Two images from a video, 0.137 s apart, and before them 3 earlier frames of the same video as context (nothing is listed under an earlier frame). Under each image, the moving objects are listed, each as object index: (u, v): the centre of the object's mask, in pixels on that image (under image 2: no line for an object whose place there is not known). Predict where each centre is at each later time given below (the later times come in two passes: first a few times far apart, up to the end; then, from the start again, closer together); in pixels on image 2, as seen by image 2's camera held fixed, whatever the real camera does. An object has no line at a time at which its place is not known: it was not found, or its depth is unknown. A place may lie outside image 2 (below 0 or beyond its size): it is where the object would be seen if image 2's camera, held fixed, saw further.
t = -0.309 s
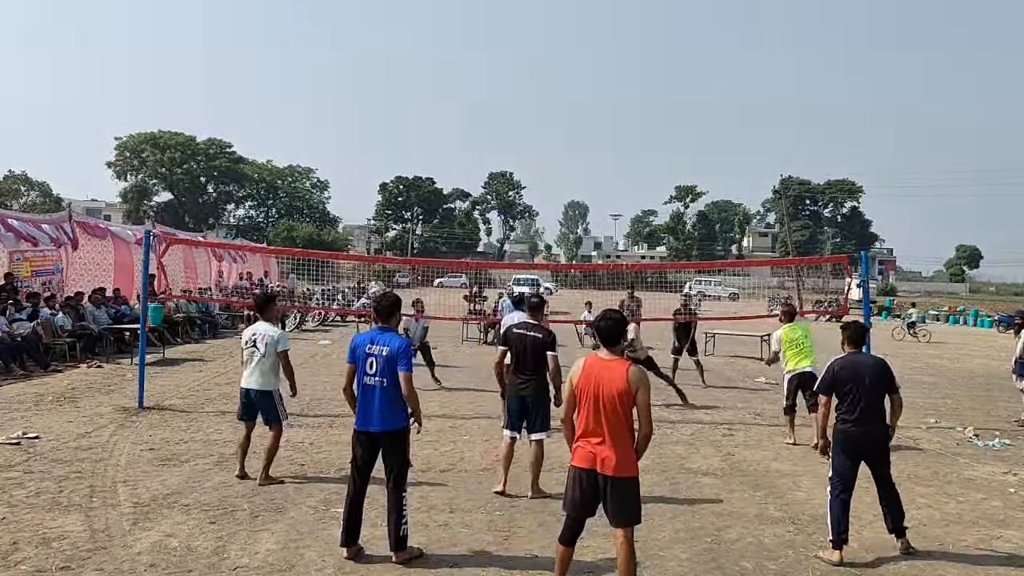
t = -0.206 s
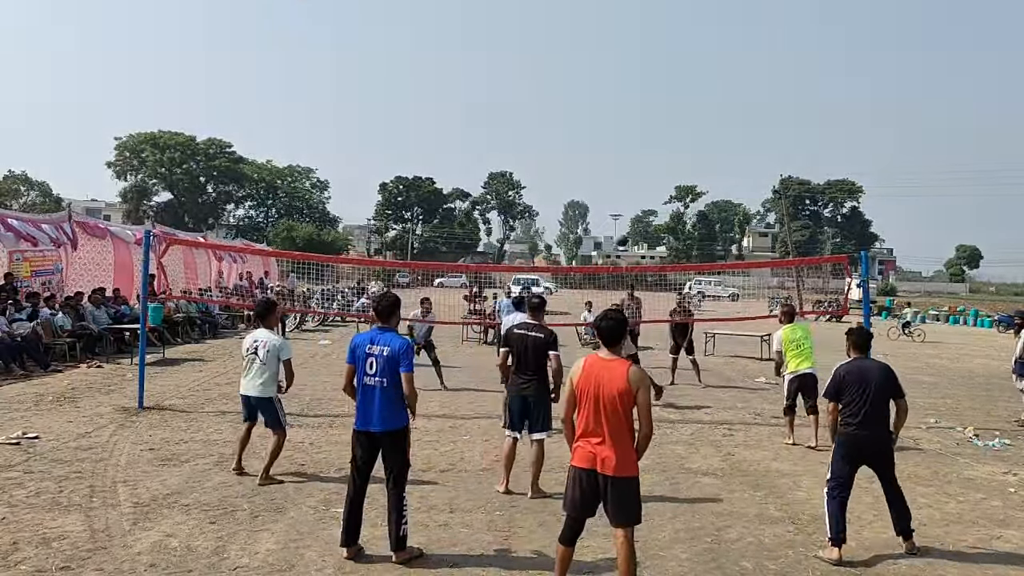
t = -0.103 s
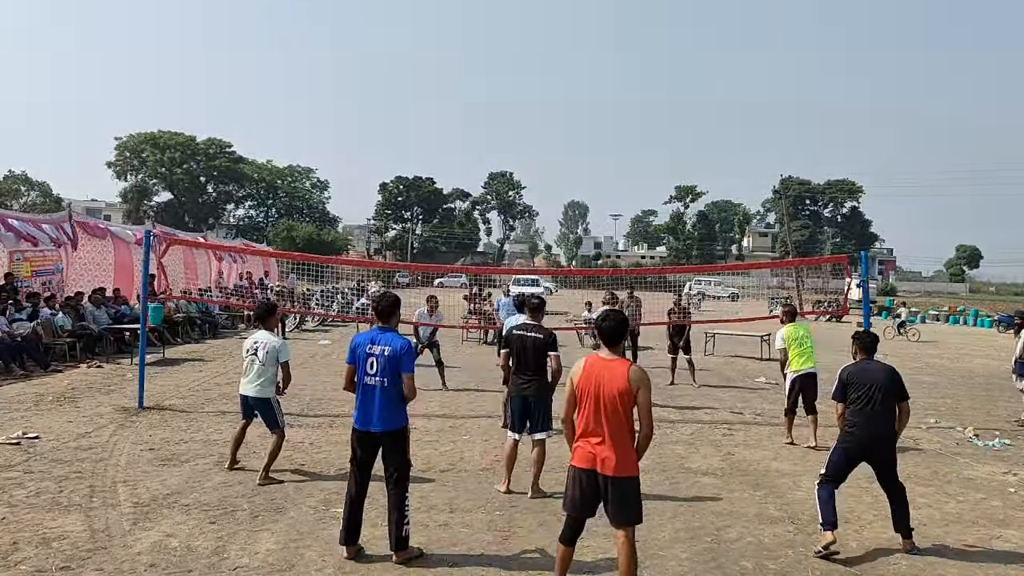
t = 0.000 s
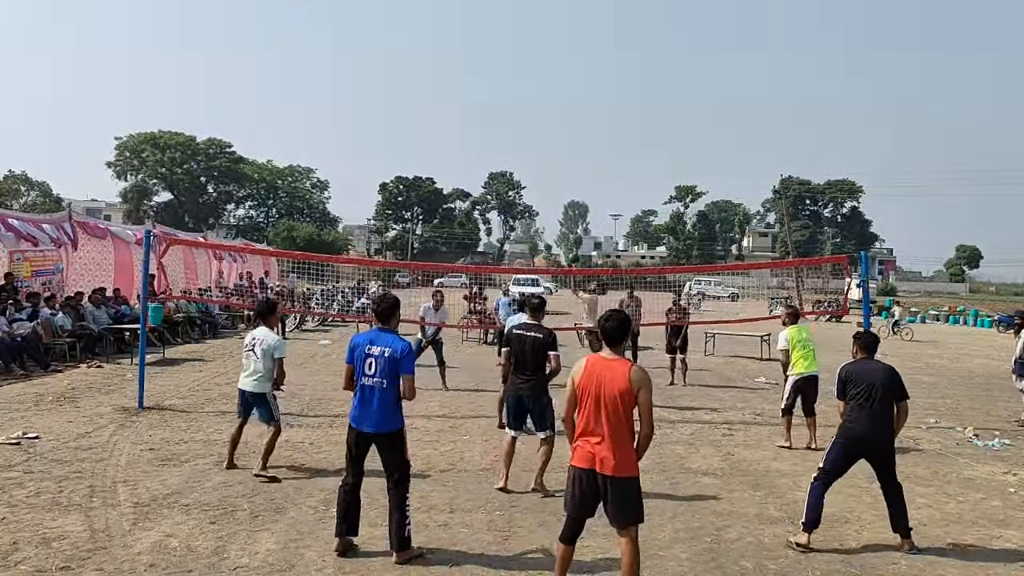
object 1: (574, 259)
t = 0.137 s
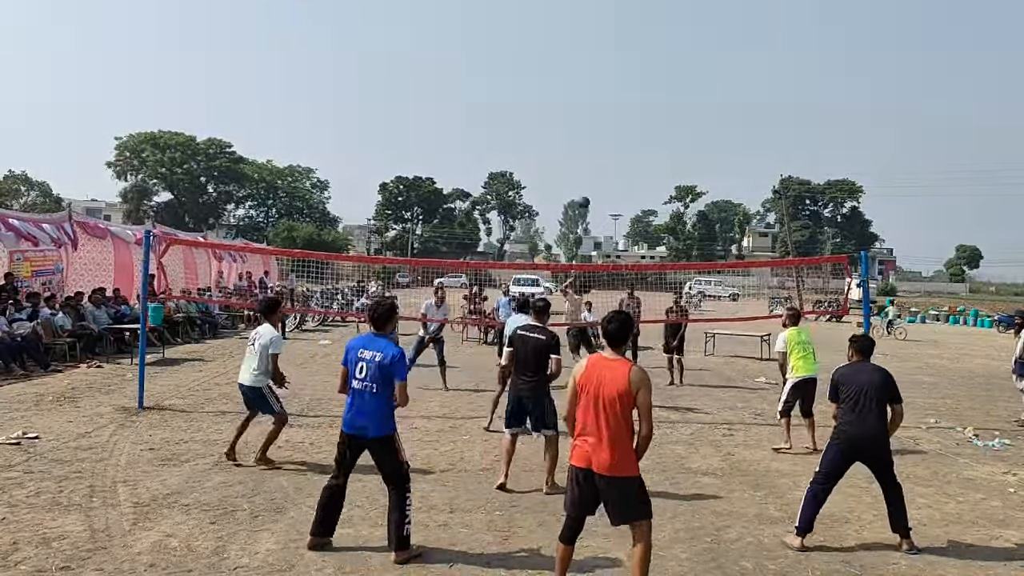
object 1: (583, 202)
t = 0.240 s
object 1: (591, 164)
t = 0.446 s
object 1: (608, 103)
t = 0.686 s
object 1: (633, 62)
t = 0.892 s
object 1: (659, 64)
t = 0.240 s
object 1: (591, 164)
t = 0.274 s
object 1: (594, 153)
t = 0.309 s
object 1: (596, 142)
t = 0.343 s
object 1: (599, 132)
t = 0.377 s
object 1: (602, 122)
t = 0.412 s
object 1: (605, 112)
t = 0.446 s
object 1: (608, 103)
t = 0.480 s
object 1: (612, 95)
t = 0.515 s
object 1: (615, 88)
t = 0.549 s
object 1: (618, 81)
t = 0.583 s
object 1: (622, 75)
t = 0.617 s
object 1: (626, 70)
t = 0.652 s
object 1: (629, 66)
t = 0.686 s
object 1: (633, 62)
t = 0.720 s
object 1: (637, 60)
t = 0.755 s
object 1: (641, 59)
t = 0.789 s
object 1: (645, 59)
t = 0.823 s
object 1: (650, 60)
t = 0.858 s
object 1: (654, 62)
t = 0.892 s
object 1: (659, 64)
